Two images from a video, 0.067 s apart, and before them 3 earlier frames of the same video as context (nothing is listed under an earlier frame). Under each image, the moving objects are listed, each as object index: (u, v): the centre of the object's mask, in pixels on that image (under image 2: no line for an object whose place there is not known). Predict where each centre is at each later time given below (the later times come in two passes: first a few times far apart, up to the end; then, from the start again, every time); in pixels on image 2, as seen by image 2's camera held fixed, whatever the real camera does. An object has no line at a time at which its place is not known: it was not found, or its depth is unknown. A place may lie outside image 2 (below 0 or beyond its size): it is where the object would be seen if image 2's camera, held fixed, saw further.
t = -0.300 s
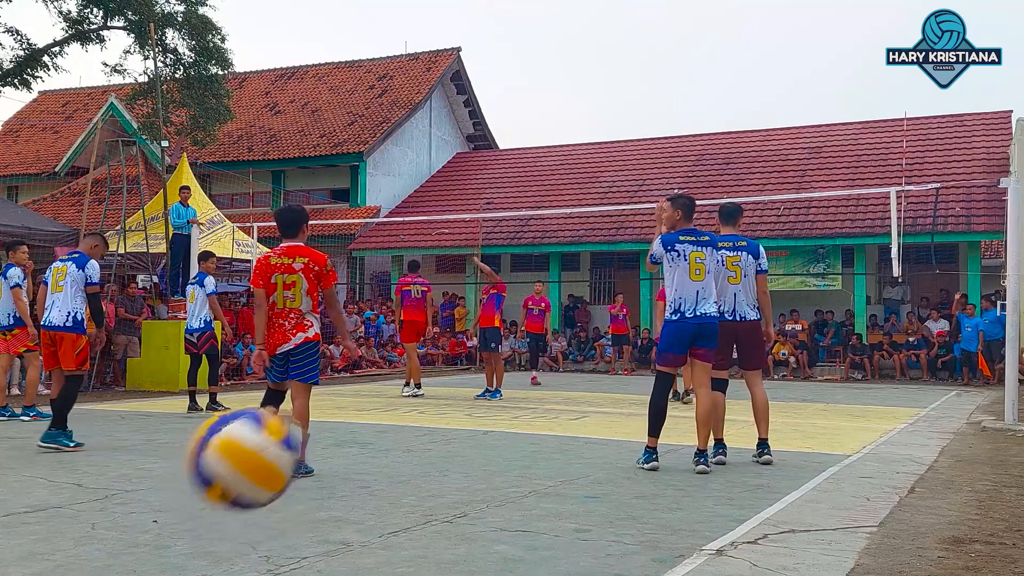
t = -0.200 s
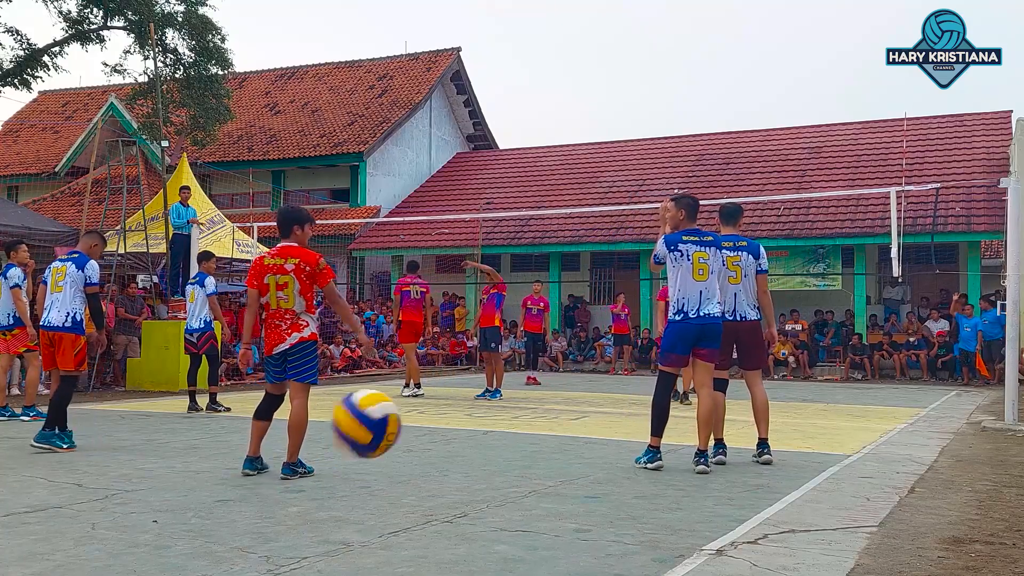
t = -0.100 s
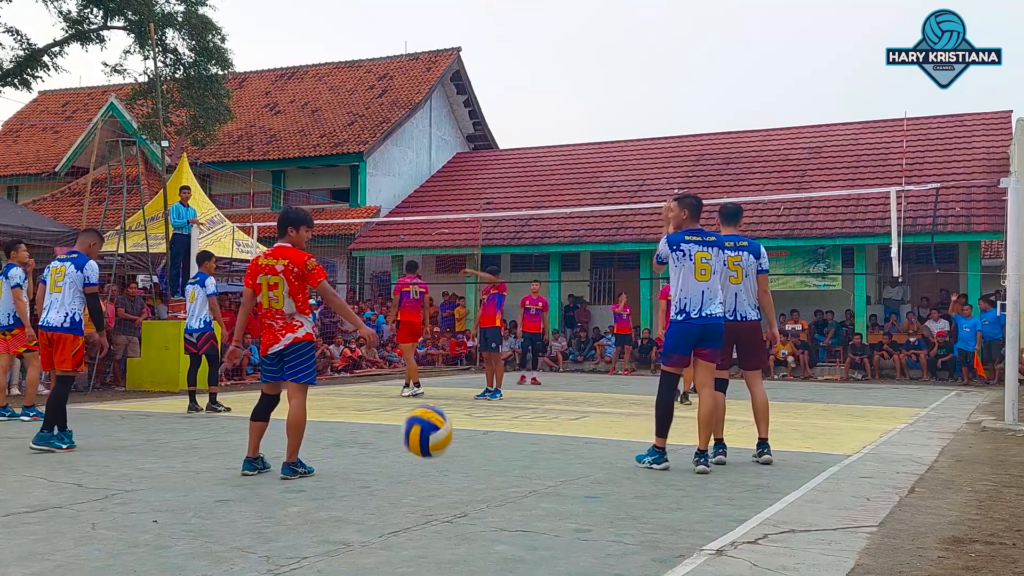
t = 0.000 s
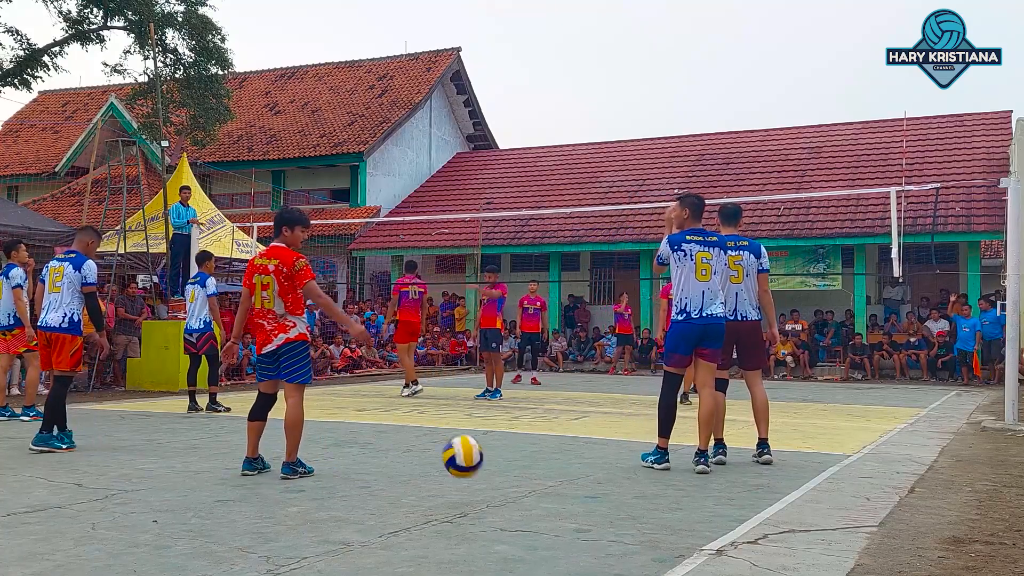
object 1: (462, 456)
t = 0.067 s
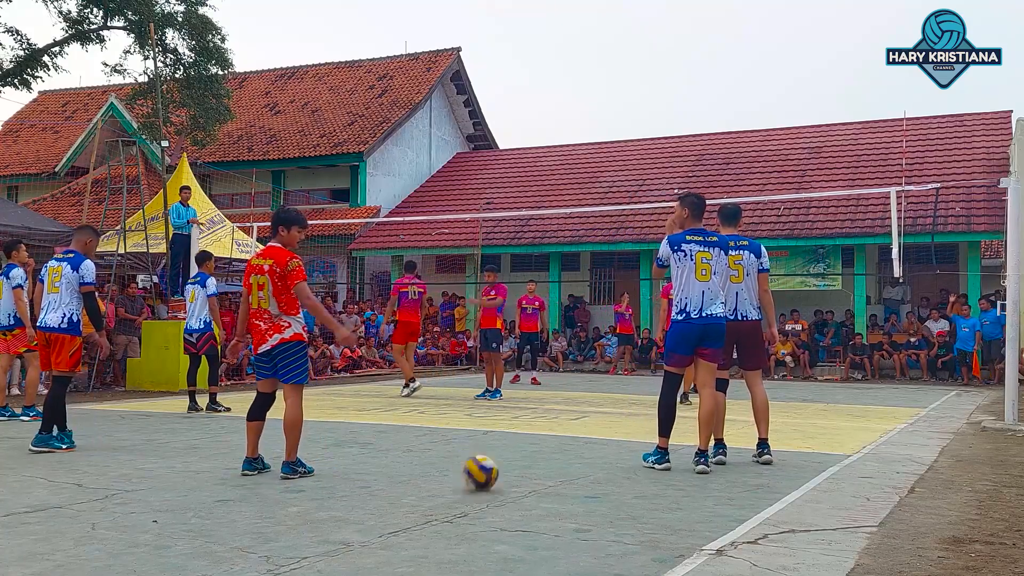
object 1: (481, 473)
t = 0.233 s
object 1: (514, 401)
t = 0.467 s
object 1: (543, 391)
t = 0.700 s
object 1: (562, 394)
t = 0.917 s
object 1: (576, 373)
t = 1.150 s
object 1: (587, 395)
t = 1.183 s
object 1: (588, 389)
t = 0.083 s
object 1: (484, 463)
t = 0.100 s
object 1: (488, 452)
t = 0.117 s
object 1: (491, 444)
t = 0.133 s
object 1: (495, 436)
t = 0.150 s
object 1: (499, 427)
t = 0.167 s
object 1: (502, 420)
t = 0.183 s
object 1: (506, 414)
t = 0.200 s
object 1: (508, 410)
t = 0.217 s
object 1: (511, 404)
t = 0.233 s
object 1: (514, 401)
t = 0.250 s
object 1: (516, 398)
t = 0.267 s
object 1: (519, 393)
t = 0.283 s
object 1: (521, 390)
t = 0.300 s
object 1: (523, 388)
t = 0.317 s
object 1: (525, 387)
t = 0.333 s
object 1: (528, 386)
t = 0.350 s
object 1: (530, 386)
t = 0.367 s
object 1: (532, 385)
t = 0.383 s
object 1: (534, 385)
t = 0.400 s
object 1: (536, 386)
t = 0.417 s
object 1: (538, 386)
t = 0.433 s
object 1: (540, 387)
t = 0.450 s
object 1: (540, 389)
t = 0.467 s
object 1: (543, 391)
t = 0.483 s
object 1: (545, 393)
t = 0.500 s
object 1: (547, 395)
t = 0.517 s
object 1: (548, 398)
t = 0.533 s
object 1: (550, 400)
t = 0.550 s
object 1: (551, 404)
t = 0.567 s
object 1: (553, 407)
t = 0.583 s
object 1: (554, 411)
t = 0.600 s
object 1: (555, 414)
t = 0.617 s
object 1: (556, 416)
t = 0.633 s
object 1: (558, 410)
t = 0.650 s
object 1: (559, 406)
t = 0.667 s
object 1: (561, 402)
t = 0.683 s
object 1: (561, 398)
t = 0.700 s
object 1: (562, 394)
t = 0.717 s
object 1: (564, 390)
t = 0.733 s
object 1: (565, 387)
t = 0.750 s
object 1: (566, 384)
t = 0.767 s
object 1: (567, 382)
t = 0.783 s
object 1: (568, 380)
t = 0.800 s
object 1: (569, 378)
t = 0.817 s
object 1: (571, 376)
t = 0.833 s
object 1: (572, 375)
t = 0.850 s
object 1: (573, 374)
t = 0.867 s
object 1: (573, 373)
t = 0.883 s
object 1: (574, 373)
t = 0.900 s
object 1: (575, 373)
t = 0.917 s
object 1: (576, 373)
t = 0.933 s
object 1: (577, 373)
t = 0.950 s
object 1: (578, 374)
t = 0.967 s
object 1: (579, 374)
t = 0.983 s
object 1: (579, 376)
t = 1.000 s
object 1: (580, 377)
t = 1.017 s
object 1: (581, 378)
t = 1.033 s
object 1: (582, 380)
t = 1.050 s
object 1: (583, 382)
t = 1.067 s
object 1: (583, 384)
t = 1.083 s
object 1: (584, 387)
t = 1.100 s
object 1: (584, 390)
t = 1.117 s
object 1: (585, 393)
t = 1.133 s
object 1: (586, 395)
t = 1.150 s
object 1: (587, 395)
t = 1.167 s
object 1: (587, 392)
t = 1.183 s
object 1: (588, 389)
